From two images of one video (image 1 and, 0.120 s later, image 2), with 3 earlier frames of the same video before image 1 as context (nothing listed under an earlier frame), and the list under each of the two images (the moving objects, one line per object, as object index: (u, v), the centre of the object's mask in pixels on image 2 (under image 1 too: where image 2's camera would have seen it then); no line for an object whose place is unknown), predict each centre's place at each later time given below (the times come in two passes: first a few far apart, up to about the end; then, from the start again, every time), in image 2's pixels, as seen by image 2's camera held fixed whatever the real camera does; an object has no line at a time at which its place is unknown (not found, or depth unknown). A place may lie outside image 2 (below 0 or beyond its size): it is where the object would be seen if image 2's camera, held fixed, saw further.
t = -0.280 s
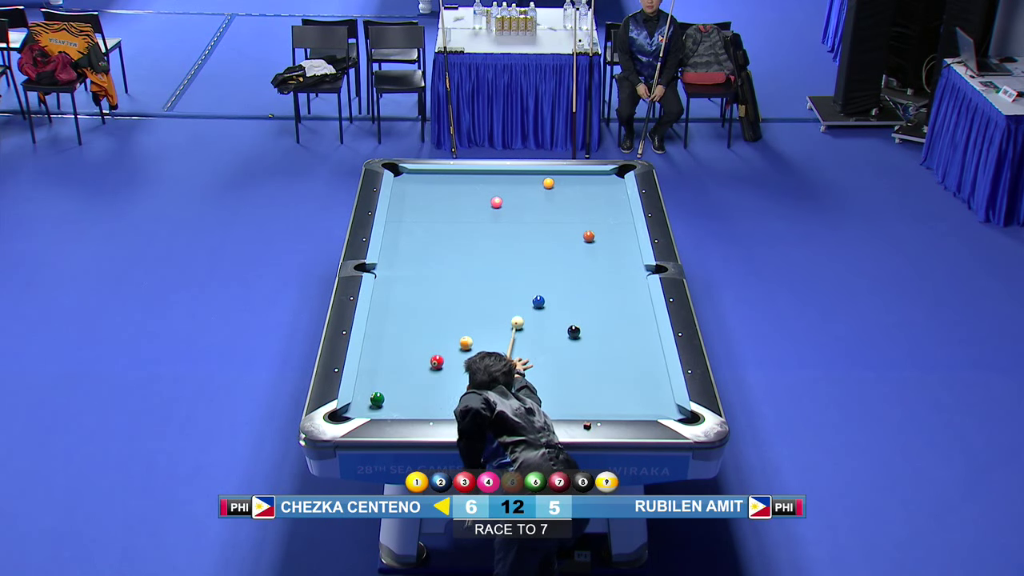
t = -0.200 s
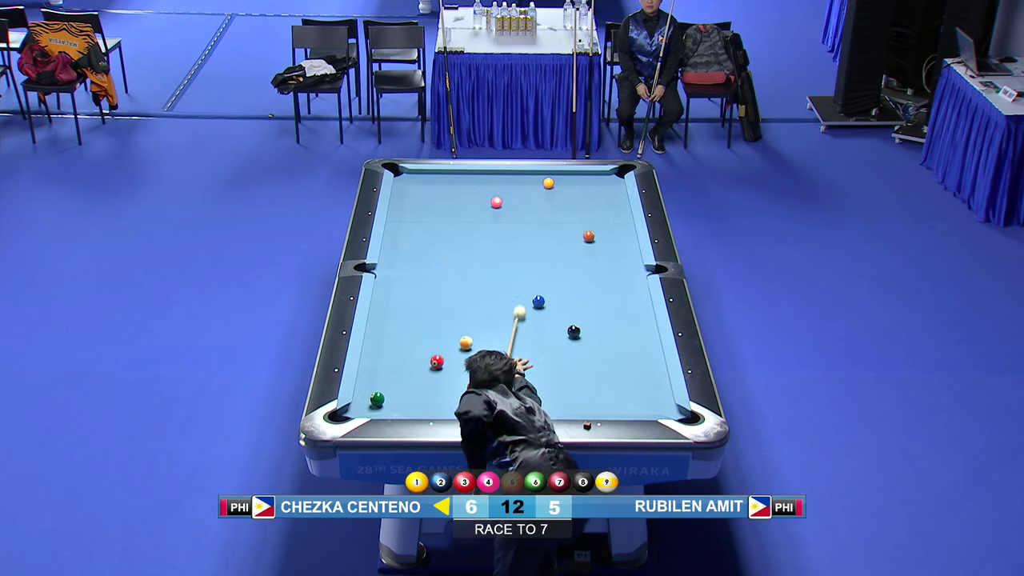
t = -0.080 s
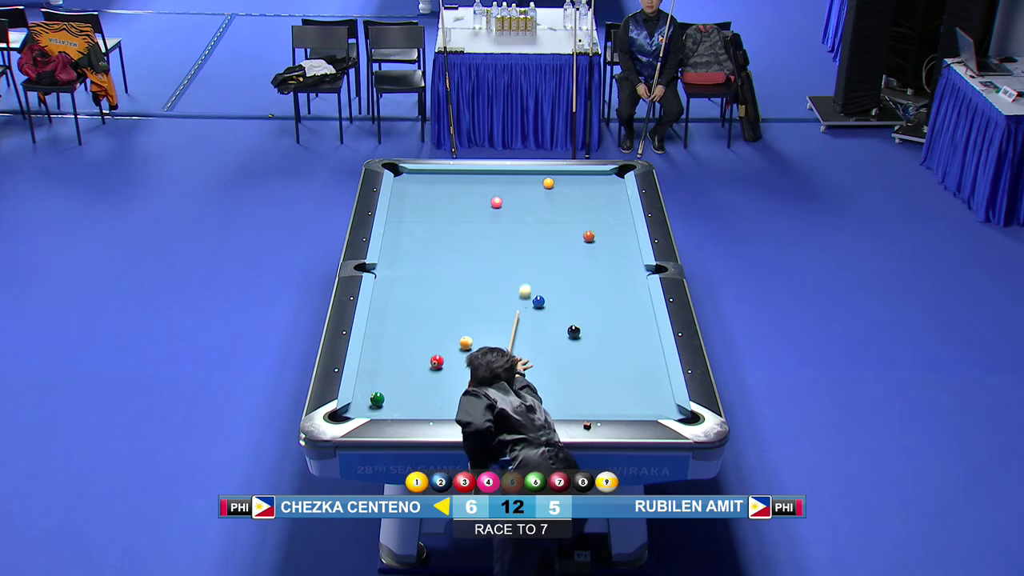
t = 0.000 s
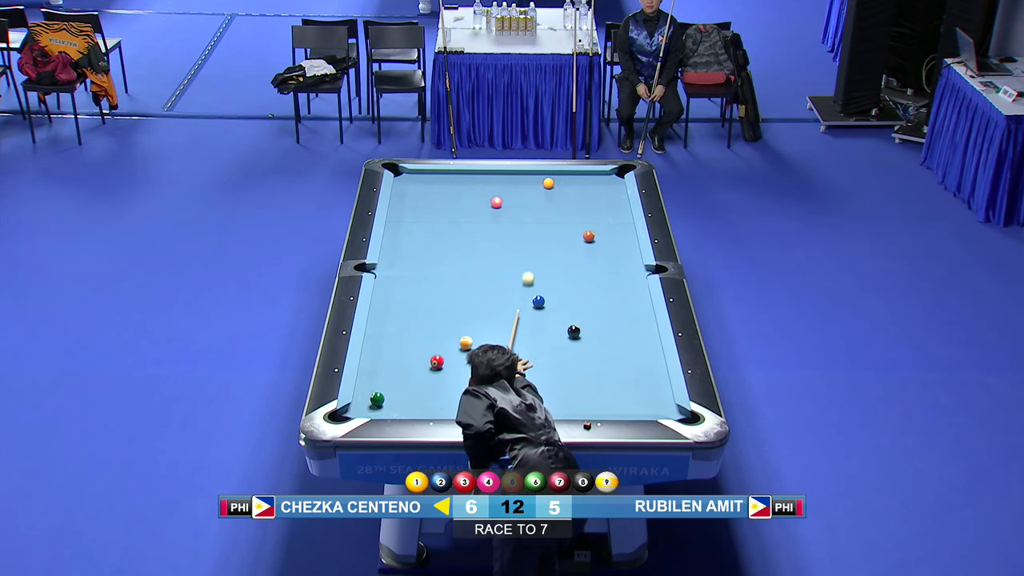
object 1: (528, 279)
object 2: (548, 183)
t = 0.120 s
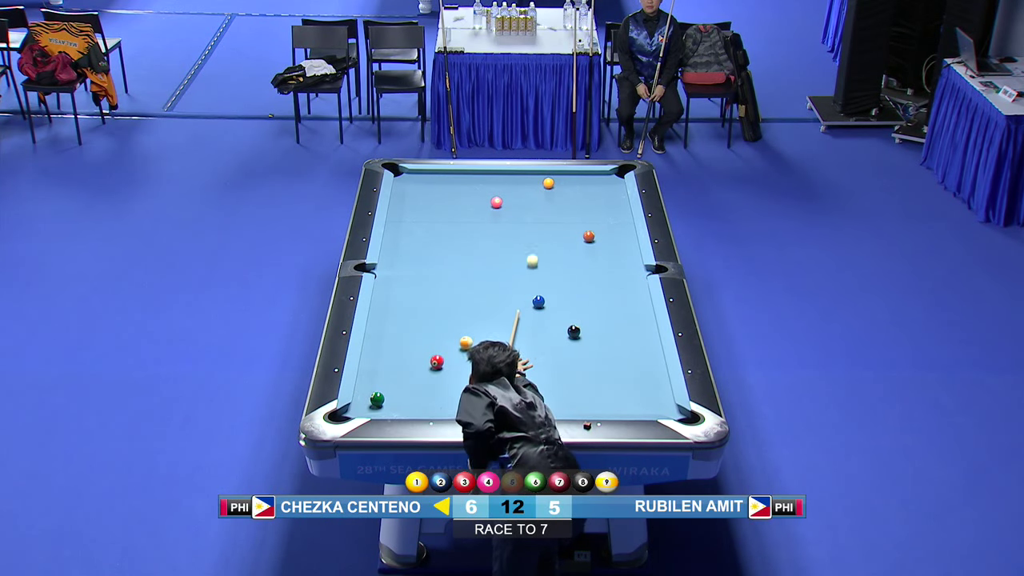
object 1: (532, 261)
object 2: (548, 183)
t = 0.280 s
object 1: (537, 239)
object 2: (548, 183)
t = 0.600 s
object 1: (546, 199)
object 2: (548, 183)
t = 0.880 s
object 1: (558, 185)
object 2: (546, 176)
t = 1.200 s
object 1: (572, 176)
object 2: (548, 192)
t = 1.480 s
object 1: (580, 176)
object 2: (549, 206)
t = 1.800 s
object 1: (587, 179)
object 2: (550, 222)
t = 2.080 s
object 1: (593, 182)
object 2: (551, 236)
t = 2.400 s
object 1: (598, 185)
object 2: (553, 252)
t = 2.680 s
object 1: (601, 187)
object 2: (554, 266)
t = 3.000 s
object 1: (605, 189)
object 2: (555, 283)
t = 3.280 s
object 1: (607, 191)
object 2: (556, 297)
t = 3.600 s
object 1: (609, 192)
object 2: (558, 313)
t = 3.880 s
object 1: (610, 192)
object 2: (559, 327)
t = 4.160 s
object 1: (611, 193)
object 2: (561, 340)
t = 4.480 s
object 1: (611, 193)
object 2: (563, 355)
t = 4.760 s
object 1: (611, 193)
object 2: (564, 368)
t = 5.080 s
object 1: (611, 193)
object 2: (565, 382)
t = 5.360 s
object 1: (611, 193)
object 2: (566, 395)
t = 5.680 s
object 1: (611, 193)
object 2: (567, 406)
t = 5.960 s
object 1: (611, 193)
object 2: (567, 407)
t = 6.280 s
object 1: (611, 193)
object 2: (566, 404)
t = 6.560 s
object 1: (611, 193)
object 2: (566, 399)
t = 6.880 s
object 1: (611, 193)
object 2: (567, 395)
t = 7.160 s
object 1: (611, 193)
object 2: (567, 392)
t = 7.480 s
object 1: (611, 193)
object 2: (567, 391)
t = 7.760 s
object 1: (611, 193)
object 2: (567, 390)
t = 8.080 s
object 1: (611, 193)
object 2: (567, 390)
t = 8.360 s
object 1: (611, 193)
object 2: (567, 390)
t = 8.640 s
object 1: (611, 193)
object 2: (567, 390)
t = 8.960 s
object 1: (611, 193)
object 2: (567, 390)
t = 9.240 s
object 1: (611, 193)
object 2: (567, 391)
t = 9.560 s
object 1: (611, 193)
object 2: (567, 390)
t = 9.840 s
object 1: (611, 193)
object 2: (567, 390)
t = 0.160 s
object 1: (533, 256)
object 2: (548, 183)
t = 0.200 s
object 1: (535, 250)
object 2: (548, 183)
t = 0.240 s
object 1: (536, 244)
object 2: (548, 183)
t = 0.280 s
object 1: (537, 239)
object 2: (548, 183)
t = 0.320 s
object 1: (539, 233)
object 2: (548, 183)
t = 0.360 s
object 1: (540, 228)
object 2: (548, 183)
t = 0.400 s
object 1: (541, 224)
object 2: (548, 183)
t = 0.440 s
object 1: (542, 218)
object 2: (548, 183)
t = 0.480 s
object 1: (543, 213)
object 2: (548, 183)
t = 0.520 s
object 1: (544, 209)
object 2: (548, 183)
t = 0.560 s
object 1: (545, 204)
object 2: (548, 183)
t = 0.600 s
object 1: (546, 199)
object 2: (548, 183)
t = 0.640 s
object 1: (548, 195)
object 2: (548, 183)
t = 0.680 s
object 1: (549, 191)
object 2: (548, 181)
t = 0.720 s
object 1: (550, 188)
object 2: (547, 180)
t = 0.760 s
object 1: (552, 187)
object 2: (547, 177)
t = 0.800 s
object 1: (554, 186)
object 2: (546, 174)
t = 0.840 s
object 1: (556, 185)
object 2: (546, 174)
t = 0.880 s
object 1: (558, 185)
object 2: (546, 176)
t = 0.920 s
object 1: (560, 183)
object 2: (546, 178)
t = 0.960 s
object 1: (561, 182)
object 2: (546, 180)
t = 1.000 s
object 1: (563, 181)
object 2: (547, 182)
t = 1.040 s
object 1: (565, 180)
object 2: (547, 184)
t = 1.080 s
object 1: (567, 179)
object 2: (547, 186)
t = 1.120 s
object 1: (568, 178)
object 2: (548, 188)
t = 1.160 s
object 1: (570, 177)
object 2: (548, 190)
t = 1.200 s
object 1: (572, 176)
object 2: (548, 192)
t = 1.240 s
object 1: (573, 175)
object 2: (548, 194)
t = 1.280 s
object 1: (575, 174)
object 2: (548, 196)
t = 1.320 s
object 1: (576, 173)
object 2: (549, 198)
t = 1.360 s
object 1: (577, 174)
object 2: (549, 200)
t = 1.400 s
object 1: (578, 174)
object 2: (549, 202)
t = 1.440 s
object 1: (579, 175)
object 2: (549, 204)
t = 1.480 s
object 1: (580, 176)
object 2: (549, 206)
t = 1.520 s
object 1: (581, 176)
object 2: (549, 208)
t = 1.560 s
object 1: (582, 177)
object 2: (549, 210)
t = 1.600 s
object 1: (583, 177)
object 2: (549, 212)
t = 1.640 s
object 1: (584, 177)
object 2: (550, 214)
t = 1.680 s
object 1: (585, 178)
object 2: (550, 216)
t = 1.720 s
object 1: (585, 178)
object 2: (550, 218)
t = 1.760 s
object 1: (586, 179)
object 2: (550, 220)
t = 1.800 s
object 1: (587, 179)
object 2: (550, 222)
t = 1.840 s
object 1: (588, 179)
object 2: (550, 224)
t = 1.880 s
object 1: (589, 180)
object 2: (551, 226)
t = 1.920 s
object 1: (589, 180)
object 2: (551, 228)
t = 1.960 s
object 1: (590, 181)
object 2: (551, 230)
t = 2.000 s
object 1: (591, 181)
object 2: (551, 232)
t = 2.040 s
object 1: (592, 182)
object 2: (551, 234)
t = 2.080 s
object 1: (593, 182)
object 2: (551, 236)
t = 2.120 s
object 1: (593, 182)
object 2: (552, 238)
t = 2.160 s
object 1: (594, 183)
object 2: (552, 240)
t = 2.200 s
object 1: (594, 183)
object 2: (552, 242)
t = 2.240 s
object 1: (595, 183)
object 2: (552, 244)
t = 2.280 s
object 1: (596, 184)
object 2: (552, 246)
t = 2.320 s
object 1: (596, 184)
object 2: (552, 248)
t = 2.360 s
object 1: (597, 185)
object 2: (552, 250)
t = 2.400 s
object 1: (598, 185)
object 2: (553, 252)
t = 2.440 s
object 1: (598, 185)
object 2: (553, 254)
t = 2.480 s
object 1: (599, 186)
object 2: (553, 257)
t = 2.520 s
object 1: (599, 186)
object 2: (553, 259)
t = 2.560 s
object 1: (600, 186)
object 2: (553, 261)
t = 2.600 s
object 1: (600, 186)
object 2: (553, 262)
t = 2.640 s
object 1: (601, 187)
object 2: (554, 265)
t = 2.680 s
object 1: (601, 187)
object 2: (554, 266)
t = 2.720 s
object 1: (602, 187)
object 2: (554, 269)
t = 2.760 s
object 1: (602, 188)
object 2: (554, 271)
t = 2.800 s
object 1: (603, 188)
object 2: (554, 273)
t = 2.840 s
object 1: (603, 188)
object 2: (554, 275)
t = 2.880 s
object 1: (604, 188)
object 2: (554, 277)
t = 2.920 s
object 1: (604, 189)
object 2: (554, 279)
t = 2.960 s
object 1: (605, 189)
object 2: (555, 281)
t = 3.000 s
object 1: (605, 189)
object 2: (555, 283)
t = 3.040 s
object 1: (605, 189)
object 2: (555, 285)
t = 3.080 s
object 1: (606, 190)
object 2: (555, 287)
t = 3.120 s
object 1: (606, 190)
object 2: (555, 289)
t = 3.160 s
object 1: (606, 190)
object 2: (555, 291)
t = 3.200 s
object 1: (607, 190)
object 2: (556, 293)
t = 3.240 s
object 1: (607, 190)
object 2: (556, 295)
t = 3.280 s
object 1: (607, 191)
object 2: (556, 297)
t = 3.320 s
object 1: (607, 191)
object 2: (556, 299)
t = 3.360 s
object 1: (608, 191)
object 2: (556, 301)
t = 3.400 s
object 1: (608, 191)
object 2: (557, 303)
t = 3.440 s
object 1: (608, 191)
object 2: (557, 305)
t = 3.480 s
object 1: (608, 191)
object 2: (557, 307)
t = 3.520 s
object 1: (609, 191)
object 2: (557, 309)
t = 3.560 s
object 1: (609, 192)
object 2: (557, 311)
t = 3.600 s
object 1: (609, 192)
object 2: (558, 313)
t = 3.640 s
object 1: (609, 192)
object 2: (558, 315)
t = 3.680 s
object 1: (609, 192)
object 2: (558, 317)
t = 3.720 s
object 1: (610, 192)
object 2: (558, 319)
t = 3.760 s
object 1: (610, 192)
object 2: (558, 321)
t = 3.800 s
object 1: (610, 192)
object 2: (559, 323)
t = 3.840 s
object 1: (610, 192)
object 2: (559, 325)
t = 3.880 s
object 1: (610, 192)
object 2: (559, 327)
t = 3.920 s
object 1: (610, 192)
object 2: (559, 329)
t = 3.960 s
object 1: (611, 192)
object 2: (560, 331)
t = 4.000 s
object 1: (611, 193)
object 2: (560, 332)
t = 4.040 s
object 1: (611, 193)
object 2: (560, 335)
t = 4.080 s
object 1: (611, 193)
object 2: (560, 336)
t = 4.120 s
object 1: (611, 193)
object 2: (560, 338)
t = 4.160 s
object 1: (611, 193)
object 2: (561, 340)
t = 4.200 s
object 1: (611, 193)
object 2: (561, 342)
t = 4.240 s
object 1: (611, 193)
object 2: (561, 344)
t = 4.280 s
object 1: (611, 193)
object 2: (561, 346)
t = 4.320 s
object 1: (611, 193)
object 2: (561, 348)
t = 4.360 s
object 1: (611, 193)
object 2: (562, 350)
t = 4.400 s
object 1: (611, 193)
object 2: (562, 352)
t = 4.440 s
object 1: (611, 193)
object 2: (562, 354)
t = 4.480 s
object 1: (611, 193)
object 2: (563, 355)
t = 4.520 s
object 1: (611, 193)
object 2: (563, 357)
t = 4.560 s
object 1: (611, 193)
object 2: (563, 359)
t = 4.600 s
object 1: (611, 193)
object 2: (563, 361)
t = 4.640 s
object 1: (611, 193)
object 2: (563, 363)
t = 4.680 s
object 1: (611, 193)
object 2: (563, 365)
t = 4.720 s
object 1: (611, 193)
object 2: (564, 366)
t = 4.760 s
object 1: (611, 193)
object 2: (564, 368)
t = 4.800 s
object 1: (611, 193)
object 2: (564, 370)
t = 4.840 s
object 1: (611, 193)
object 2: (564, 372)
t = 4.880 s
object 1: (611, 193)
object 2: (564, 374)
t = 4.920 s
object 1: (611, 193)
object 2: (565, 376)
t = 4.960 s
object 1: (611, 193)
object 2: (565, 377)
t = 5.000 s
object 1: (611, 193)
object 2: (565, 379)
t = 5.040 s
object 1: (611, 193)
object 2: (565, 381)
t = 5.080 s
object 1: (611, 193)
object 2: (565, 382)
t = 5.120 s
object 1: (611, 193)
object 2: (565, 384)
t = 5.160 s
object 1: (611, 193)
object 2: (565, 386)
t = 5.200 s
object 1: (611, 193)
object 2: (566, 388)
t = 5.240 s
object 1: (611, 193)
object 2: (566, 389)
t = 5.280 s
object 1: (611, 193)
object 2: (566, 391)
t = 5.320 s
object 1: (611, 193)
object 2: (566, 393)
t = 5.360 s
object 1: (611, 193)
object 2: (566, 395)
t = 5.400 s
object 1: (611, 193)
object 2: (566, 396)
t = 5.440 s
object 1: (611, 193)
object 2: (566, 398)
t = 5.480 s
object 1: (611, 193)
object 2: (566, 400)
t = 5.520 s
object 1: (611, 193)
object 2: (566, 401)
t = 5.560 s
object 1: (611, 193)
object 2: (566, 403)
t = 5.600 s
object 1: (611, 193)
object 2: (567, 405)
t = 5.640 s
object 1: (611, 193)
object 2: (567, 406)
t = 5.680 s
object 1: (611, 193)
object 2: (567, 406)
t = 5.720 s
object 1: (611, 193)
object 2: (567, 407)
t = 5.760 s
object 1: (611, 193)
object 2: (567, 408)
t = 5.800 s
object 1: (611, 193)
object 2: (567, 409)
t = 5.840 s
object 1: (611, 193)
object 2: (567, 409)
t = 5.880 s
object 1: (611, 193)
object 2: (567, 408)
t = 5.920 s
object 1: (611, 193)
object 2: (567, 408)
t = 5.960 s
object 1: (611, 193)
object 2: (567, 407)
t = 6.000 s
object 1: (611, 193)
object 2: (567, 407)
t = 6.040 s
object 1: (611, 193)
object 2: (567, 406)
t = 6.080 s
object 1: (611, 193)
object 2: (567, 406)
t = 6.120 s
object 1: (611, 193)
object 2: (567, 406)
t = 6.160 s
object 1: (611, 193)
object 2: (567, 405)
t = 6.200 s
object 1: (611, 193)
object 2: (567, 405)
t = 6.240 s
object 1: (611, 193)
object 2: (566, 404)
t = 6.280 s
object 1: (611, 193)
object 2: (566, 404)
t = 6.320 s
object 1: (611, 193)
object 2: (566, 403)
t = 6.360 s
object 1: (611, 193)
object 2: (566, 402)
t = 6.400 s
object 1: (611, 193)
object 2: (566, 402)
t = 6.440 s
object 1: (611, 193)
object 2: (566, 401)
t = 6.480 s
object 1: (611, 193)
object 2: (566, 400)
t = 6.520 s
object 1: (611, 193)
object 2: (566, 400)
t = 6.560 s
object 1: (611, 193)
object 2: (566, 399)
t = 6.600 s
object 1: (611, 193)
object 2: (566, 398)
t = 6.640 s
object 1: (611, 193)
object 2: (566, 398)
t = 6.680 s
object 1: (611, 193)
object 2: (566, 397)
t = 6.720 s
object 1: (611, 193)
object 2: (567, 397)
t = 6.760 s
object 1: (611, 193)
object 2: (567, 396)
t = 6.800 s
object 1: (611, 193)
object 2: (567, 396)
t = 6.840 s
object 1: (611, 193)
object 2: (567, 395)
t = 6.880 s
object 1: (611, 193)
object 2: (567, 395)
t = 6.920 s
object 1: (611, 193)
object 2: (567, 394)
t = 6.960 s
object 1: (611, 193)
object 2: (567, 394)
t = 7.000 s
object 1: (611, 193)
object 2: (567, 393)
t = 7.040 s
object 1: (611, 193)
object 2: (567, 393)
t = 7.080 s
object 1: (611, 193)
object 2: (567, 393)
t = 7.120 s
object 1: (611, 193)
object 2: (567, 392)
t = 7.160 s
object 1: (611, 193)
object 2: (567, 392)
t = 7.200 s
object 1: (611, 193)
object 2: (567, 392)
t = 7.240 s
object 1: (611, 193)
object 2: (567, 392)
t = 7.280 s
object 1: (611, 193)
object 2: (567, 392)
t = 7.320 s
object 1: (611, 193)
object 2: (567, 392)
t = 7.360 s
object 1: (611, 193)
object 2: (567, 391)
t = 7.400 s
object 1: (611, 193)
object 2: (567, 391)
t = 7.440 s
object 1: (611, 193)
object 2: (567, 391)
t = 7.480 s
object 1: (611, 193)
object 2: (567, 391)
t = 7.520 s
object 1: (611, 193)
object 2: (567, 391)
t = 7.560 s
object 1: (611, 193)
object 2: (567, 390)
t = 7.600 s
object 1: (611, 193)
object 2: (567, 390)
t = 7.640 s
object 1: (611, 193)
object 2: (567, 390)
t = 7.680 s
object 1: (611, 193)
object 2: (567, 390)
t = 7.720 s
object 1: (611, 193)
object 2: (567, 390)
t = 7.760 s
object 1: (611, 193)
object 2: (567, 390)
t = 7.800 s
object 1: (611, 193)
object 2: (567, 390)
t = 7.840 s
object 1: (611, 193)
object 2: (567, 390)
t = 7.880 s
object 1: (611, 193)
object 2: (567, 390)
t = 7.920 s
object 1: (611, 193)
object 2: (567, 390)
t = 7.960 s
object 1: (611, 193)
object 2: (567, 390)
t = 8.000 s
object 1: (611, 193)
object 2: (567, 390)
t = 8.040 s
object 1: (611, 193)
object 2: (567, 390)
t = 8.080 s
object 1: (611, 193)
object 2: (567, 390)
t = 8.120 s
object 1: (611, 193)
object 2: (567, 390)
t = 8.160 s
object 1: (611, 193)
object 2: (567, 390)
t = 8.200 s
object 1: (611, 193)
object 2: (567, 390)
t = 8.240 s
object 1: (611, 193)
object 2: (567, 390)
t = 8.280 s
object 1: (611, 193)
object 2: (567, 391)
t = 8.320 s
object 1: (611, 193)
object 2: (567, 390)
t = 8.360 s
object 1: (611, 193)
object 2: (567, 390)
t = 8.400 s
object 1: (611, 193)
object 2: (567, 390)
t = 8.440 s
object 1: (611, 193)
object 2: (567, 390)
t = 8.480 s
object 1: (611, 193)
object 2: (567, 390)
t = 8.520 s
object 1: (611, 193)
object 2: (567, 390)
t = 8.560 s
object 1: (611, 193)
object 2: (567, 390)
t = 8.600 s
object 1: (611, 193)
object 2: (567, 390)
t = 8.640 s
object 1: (611, 193)
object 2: (567, 390)
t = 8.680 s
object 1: (611, 193)
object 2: (567, 391)
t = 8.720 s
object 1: (611, 193)
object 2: (567, 391)
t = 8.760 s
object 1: (611, 193)
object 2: (567, 391)
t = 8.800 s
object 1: (611, 193)
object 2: (567, 390)
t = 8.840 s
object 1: (611, 193)
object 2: (567, 390)
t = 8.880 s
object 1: (611, 193)
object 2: (567, 390)
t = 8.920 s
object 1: (611, 193)
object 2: (567, 390)
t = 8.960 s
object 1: (611, 193)
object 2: (567, 390)
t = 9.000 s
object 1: (611, 193)
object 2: (567, 390)
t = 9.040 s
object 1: (611, 193)
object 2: (567, 390)
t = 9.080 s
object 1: (611, 193)
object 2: (567, 390)
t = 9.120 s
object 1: (611, 193)
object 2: (567, 390)
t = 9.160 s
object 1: (611, 193)
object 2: (567, 390)
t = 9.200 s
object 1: (611, 193)
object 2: (567, 391)
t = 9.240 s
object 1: (611, 193)
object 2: (567, 391)
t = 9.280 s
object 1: (611, 193)
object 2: (567, 390)
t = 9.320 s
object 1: (611, 193)
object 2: (567, 391)
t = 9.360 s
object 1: (611, 193)
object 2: (567, 390)
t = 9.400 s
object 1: (611, 193)
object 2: (567, 390)
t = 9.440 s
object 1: (611, 193)
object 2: (567, 390)
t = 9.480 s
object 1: (611, 193)
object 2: (567, 390)
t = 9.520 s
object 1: (611, 193)
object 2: (567, 390)
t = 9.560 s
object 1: (611, 193)
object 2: (567, 390)
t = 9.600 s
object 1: (611, 193)
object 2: (567, 390)
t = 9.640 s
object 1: (611, 193)
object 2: (567, 390)
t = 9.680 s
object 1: (611, 193)
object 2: (567, 390)
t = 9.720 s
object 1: (611, 193)
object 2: (567, 391)
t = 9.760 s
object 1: (611, 193)
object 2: (567, 391)
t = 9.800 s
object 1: (611, 193)
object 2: (567, 390)
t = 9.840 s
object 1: (611, 193)
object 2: (567, 390)
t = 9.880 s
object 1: (611, 193)
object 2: (567, 390)
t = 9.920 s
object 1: (611, 193)
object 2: (567, 390)
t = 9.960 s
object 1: (611, 193)
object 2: (567, 390)
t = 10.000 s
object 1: (611, 193)
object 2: (567, 390)
